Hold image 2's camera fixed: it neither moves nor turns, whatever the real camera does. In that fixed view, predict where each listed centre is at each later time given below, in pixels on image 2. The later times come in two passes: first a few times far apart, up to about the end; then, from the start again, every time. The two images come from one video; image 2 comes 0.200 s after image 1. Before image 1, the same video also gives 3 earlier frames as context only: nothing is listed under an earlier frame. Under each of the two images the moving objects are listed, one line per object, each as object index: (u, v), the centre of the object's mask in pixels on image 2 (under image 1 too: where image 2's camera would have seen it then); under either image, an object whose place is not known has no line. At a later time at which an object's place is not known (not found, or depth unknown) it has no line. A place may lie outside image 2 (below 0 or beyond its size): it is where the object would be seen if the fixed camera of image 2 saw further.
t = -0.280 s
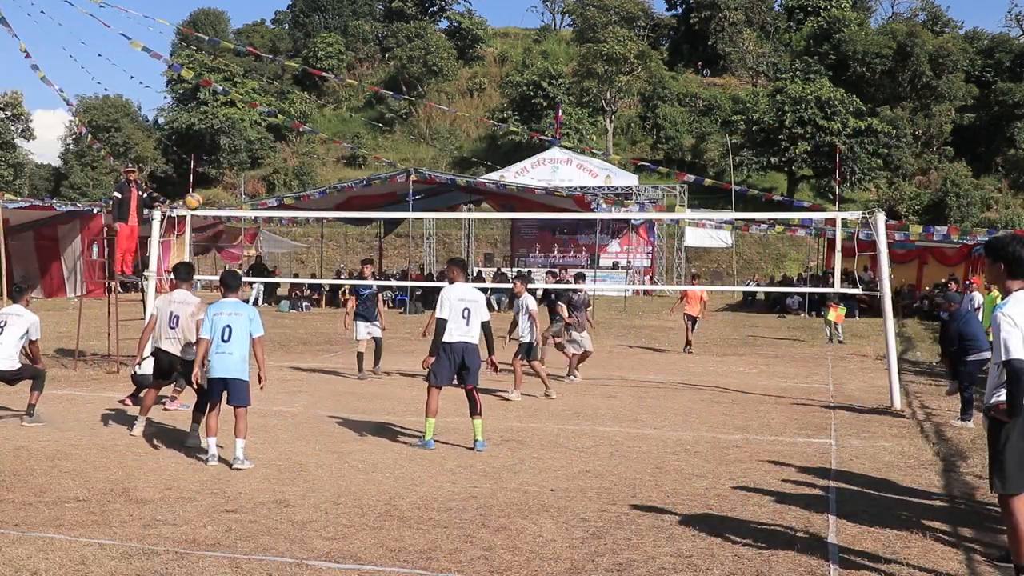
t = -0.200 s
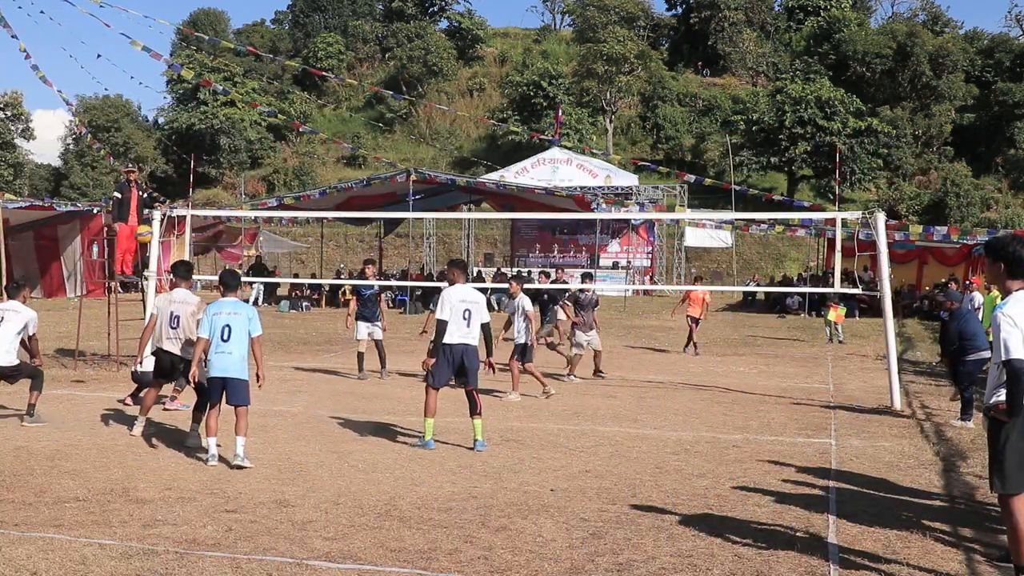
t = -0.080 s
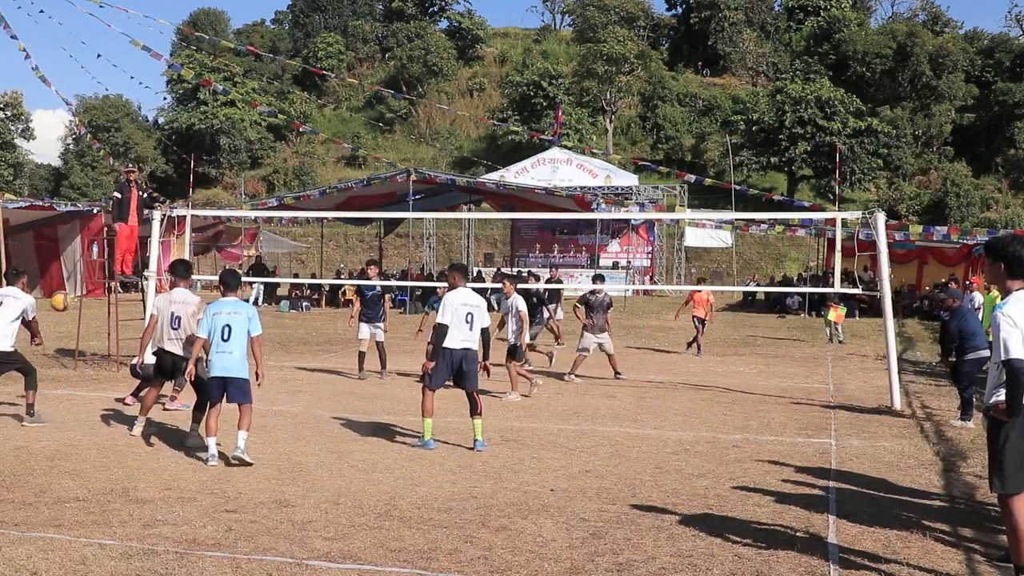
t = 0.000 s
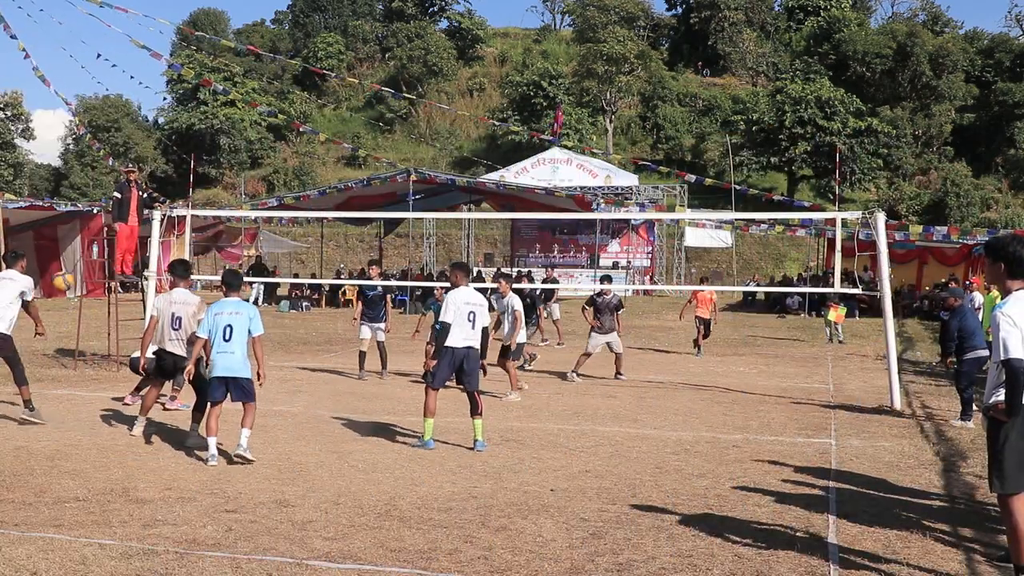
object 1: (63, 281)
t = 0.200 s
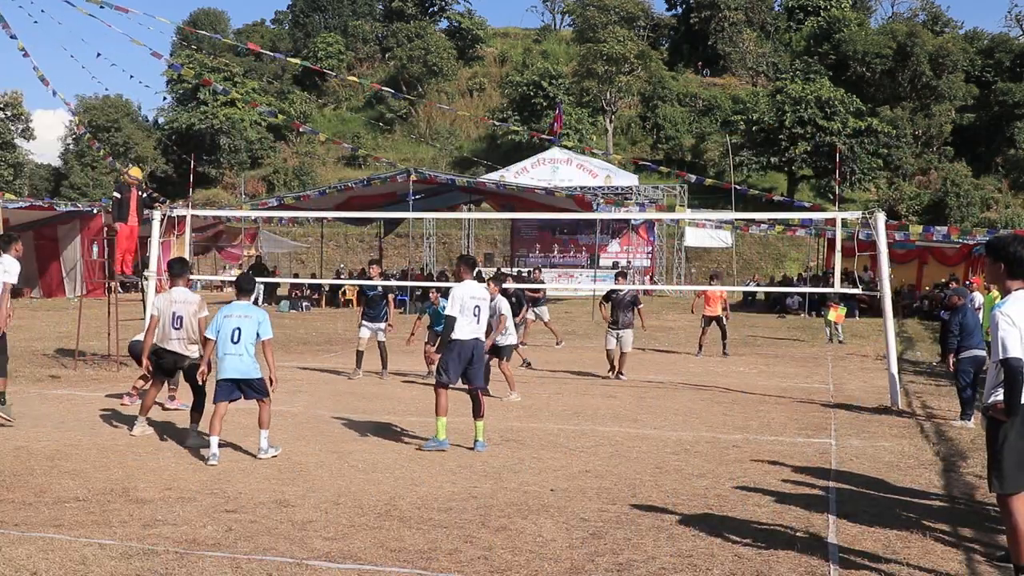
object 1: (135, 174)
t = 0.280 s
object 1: (158, 147)
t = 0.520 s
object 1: (224, 102)
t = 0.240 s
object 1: (145, 161)
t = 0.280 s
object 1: (158, 147)
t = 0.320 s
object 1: (170, 136)
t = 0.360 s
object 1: (181, 127)
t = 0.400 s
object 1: (193, 117)
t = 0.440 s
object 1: (204, 110)
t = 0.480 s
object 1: (213, 105)
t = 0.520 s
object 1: (224, 102)
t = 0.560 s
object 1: (234, 98)
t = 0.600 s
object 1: (244, 98)
